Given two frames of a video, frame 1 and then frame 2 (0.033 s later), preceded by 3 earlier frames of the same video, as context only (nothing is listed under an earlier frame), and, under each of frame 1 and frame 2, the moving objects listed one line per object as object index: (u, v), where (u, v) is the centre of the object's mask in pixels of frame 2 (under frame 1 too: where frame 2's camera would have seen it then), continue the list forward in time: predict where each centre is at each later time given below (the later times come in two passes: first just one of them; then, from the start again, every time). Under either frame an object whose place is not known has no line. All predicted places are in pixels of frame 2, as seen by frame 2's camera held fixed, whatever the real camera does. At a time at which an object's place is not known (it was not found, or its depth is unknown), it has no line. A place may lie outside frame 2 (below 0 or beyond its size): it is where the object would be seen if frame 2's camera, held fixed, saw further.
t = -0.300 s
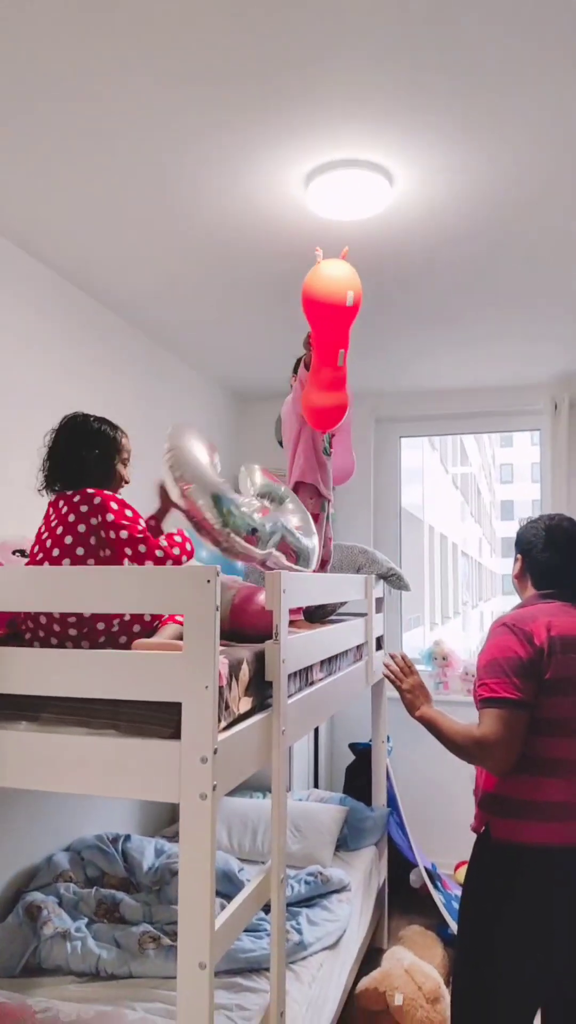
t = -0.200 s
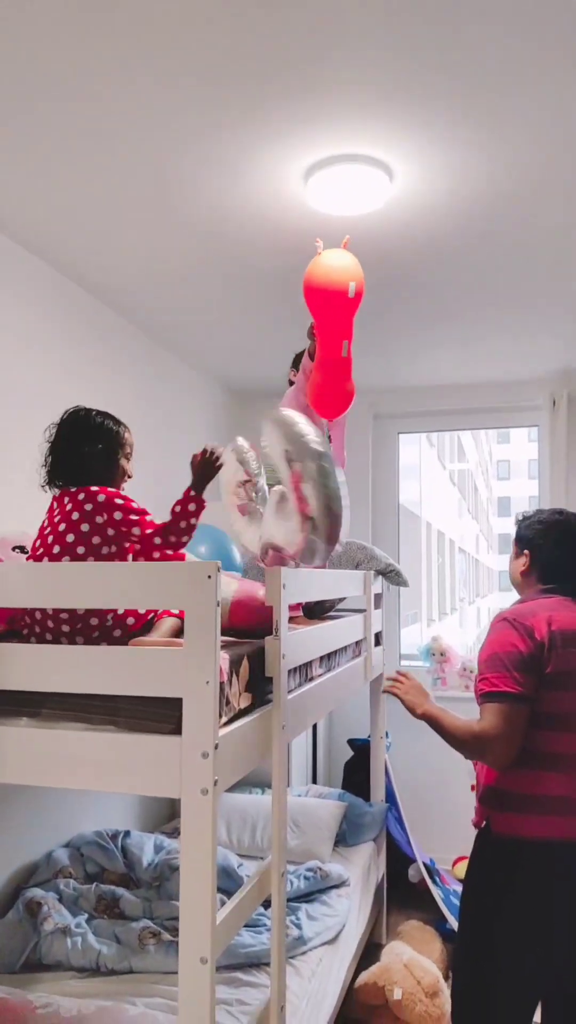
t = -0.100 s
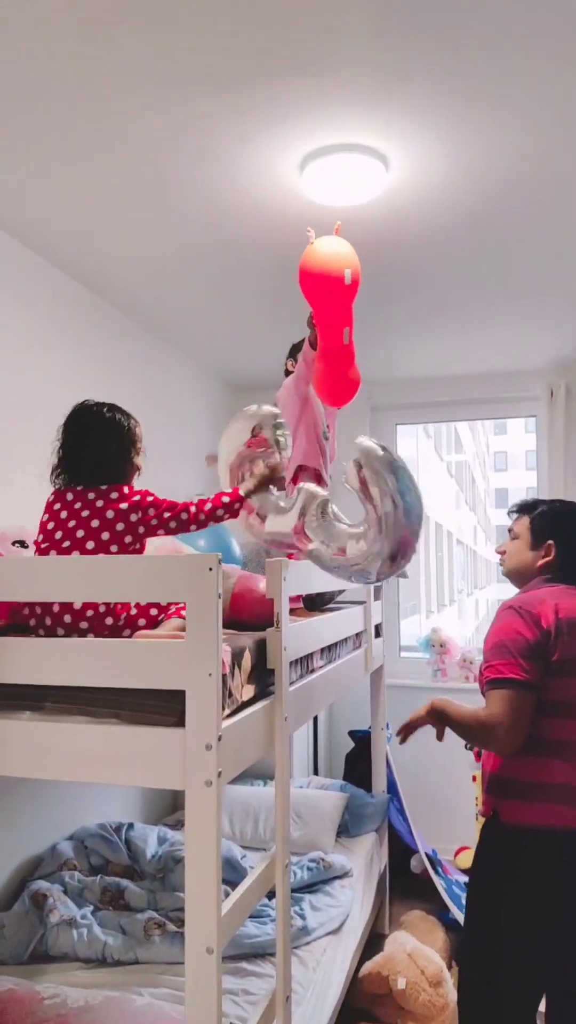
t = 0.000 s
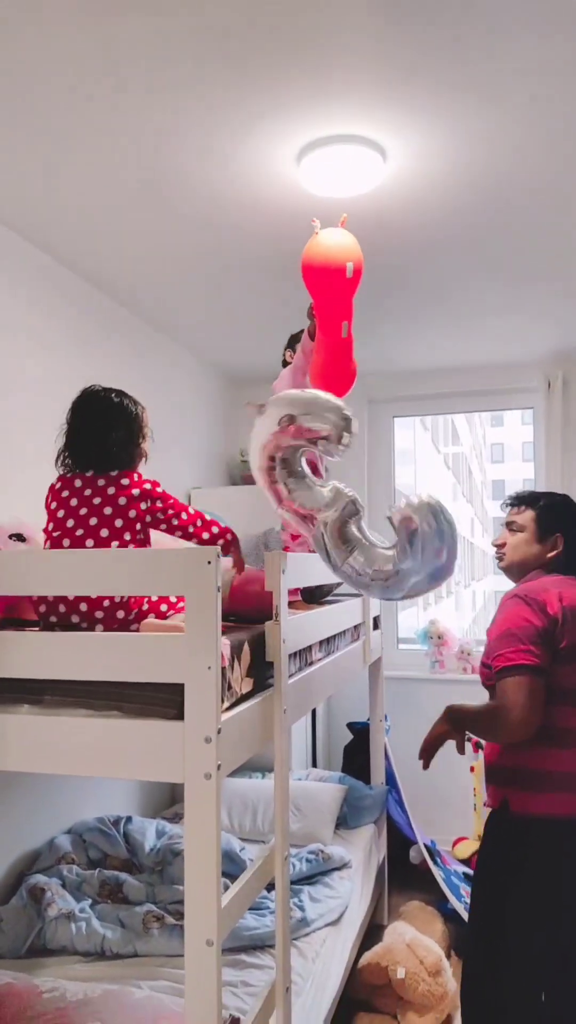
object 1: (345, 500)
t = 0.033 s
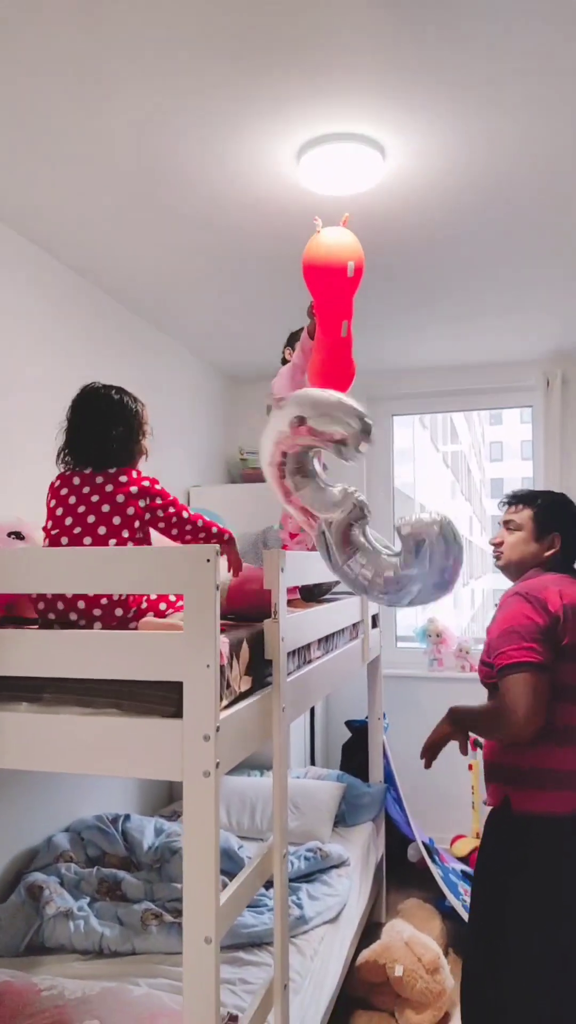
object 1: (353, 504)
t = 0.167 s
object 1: (387, 529)
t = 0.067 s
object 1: (361, 509)
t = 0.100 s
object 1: (369, 514)
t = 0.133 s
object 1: (378, 520)
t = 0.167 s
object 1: (387, 529)
